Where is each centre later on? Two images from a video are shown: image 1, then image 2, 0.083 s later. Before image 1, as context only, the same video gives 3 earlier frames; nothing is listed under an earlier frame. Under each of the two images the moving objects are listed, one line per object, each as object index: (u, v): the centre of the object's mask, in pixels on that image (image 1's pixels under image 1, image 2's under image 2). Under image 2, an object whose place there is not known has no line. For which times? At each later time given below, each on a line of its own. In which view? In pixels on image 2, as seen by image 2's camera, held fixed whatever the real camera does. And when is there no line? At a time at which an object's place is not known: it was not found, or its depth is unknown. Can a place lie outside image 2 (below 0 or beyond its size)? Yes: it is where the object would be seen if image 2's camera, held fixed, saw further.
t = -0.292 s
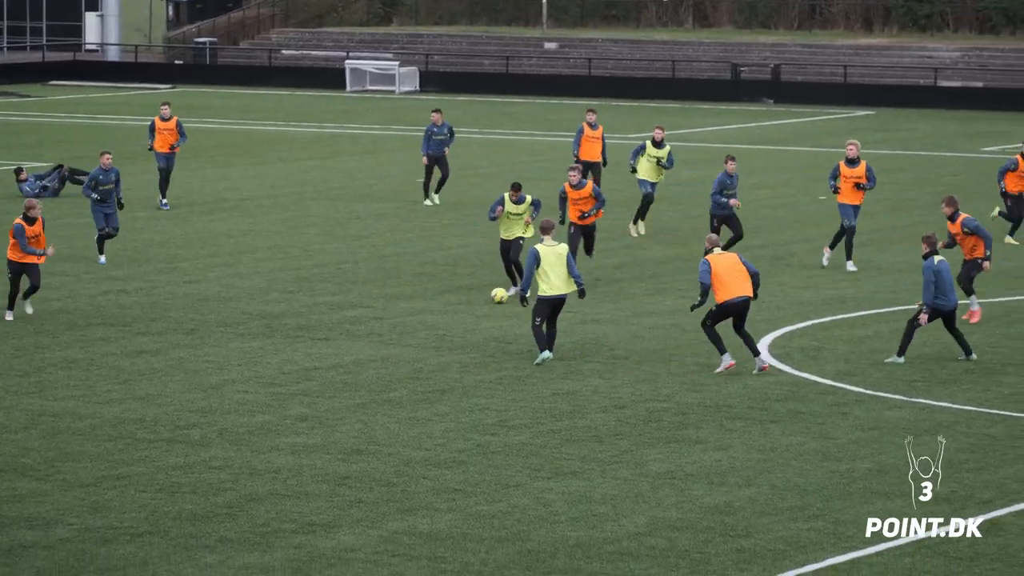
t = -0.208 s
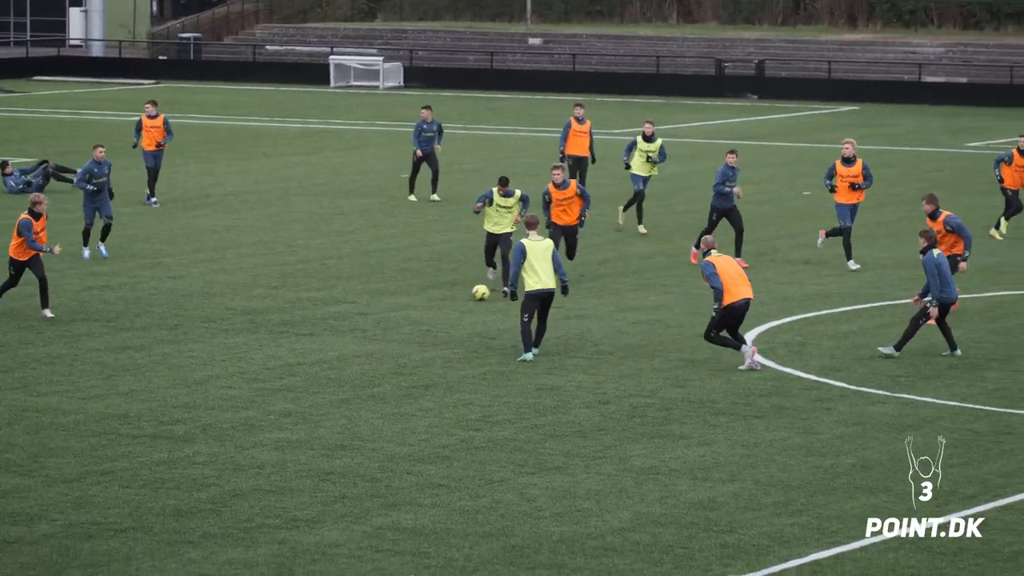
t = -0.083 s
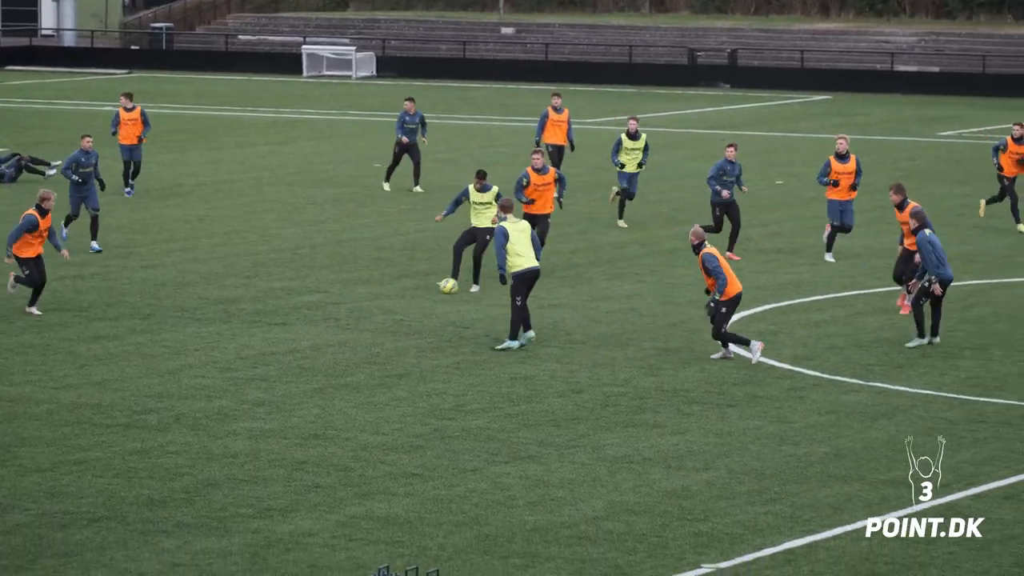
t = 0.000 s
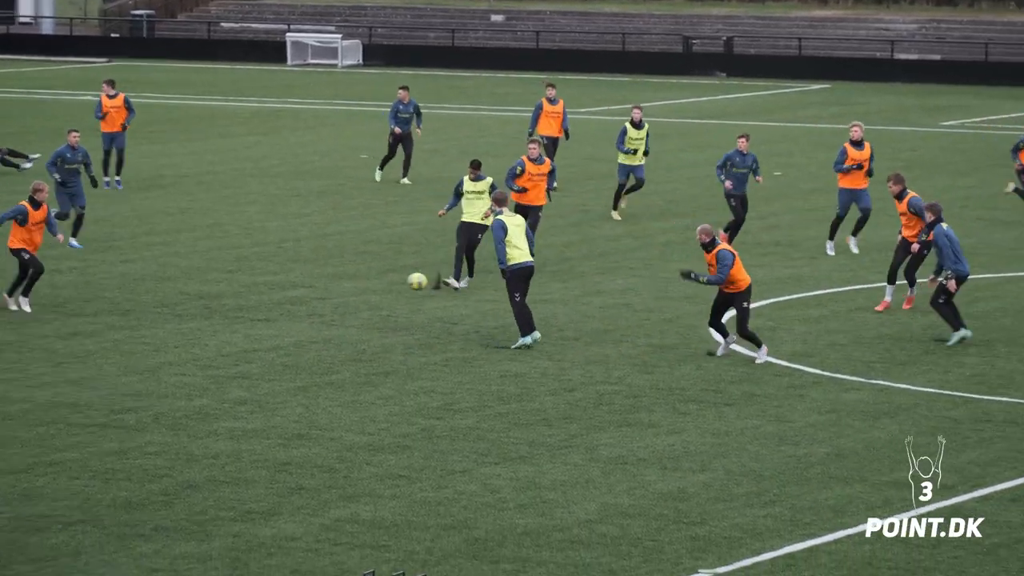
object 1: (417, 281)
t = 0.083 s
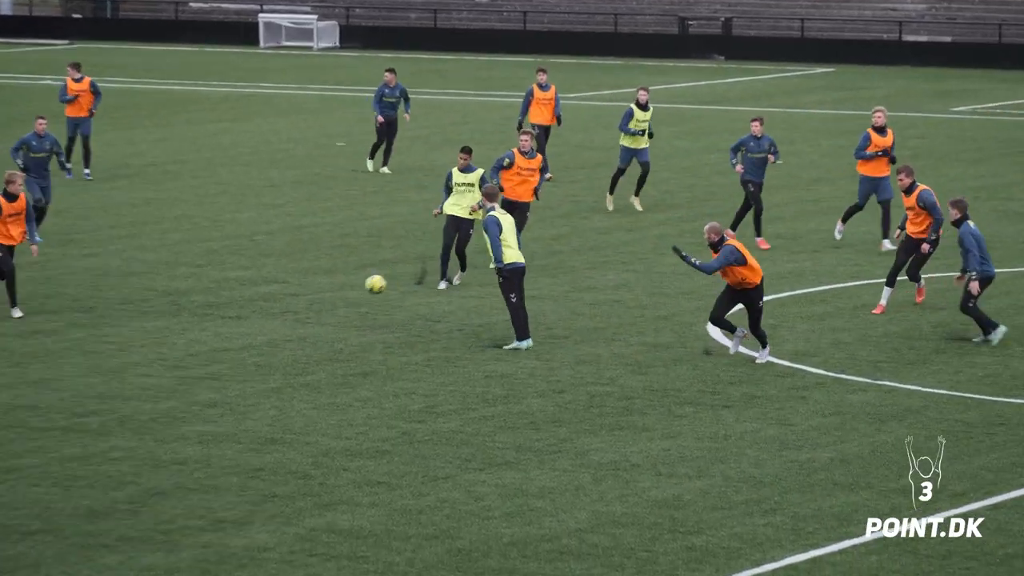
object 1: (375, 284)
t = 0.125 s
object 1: (365, 289)
